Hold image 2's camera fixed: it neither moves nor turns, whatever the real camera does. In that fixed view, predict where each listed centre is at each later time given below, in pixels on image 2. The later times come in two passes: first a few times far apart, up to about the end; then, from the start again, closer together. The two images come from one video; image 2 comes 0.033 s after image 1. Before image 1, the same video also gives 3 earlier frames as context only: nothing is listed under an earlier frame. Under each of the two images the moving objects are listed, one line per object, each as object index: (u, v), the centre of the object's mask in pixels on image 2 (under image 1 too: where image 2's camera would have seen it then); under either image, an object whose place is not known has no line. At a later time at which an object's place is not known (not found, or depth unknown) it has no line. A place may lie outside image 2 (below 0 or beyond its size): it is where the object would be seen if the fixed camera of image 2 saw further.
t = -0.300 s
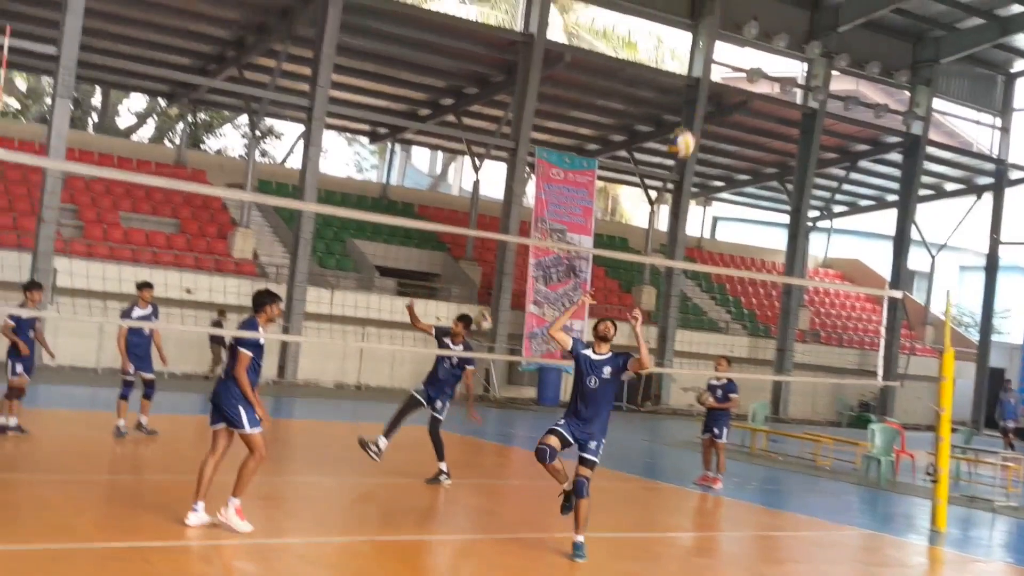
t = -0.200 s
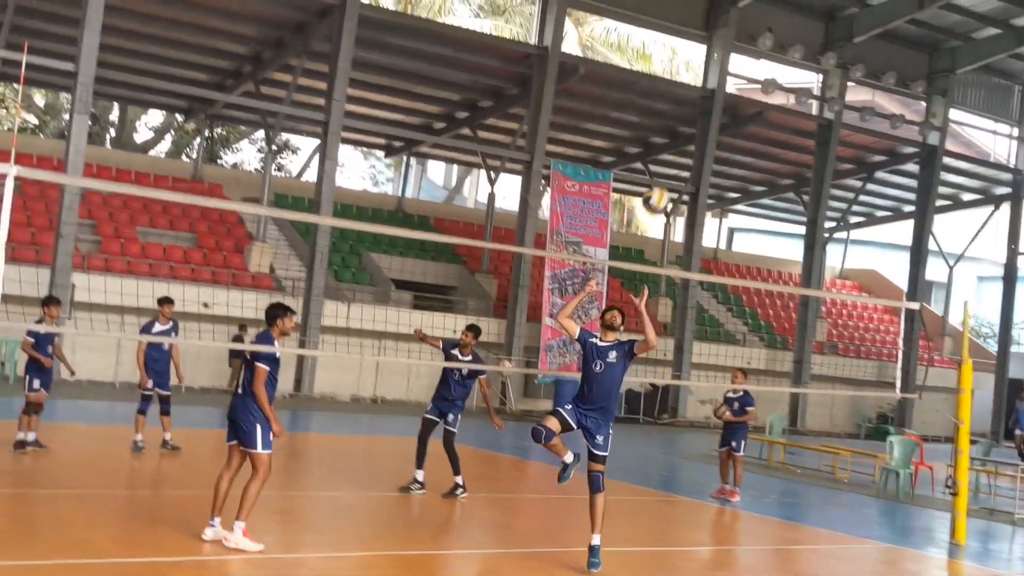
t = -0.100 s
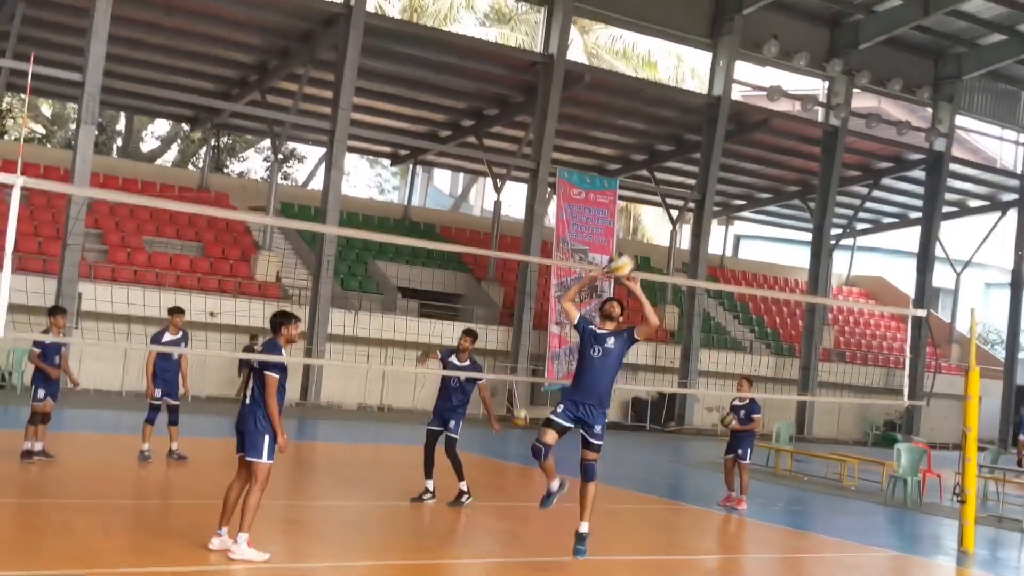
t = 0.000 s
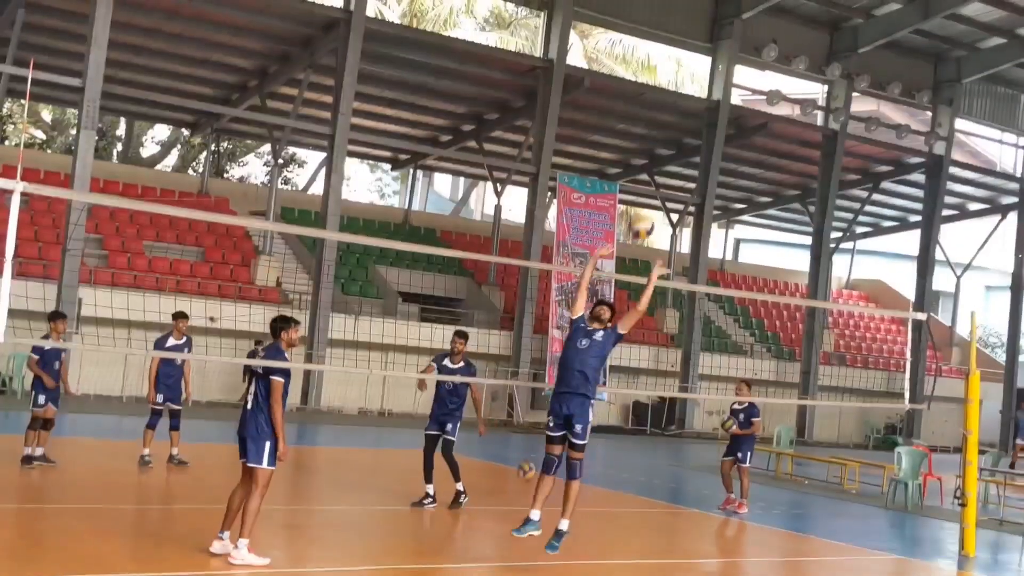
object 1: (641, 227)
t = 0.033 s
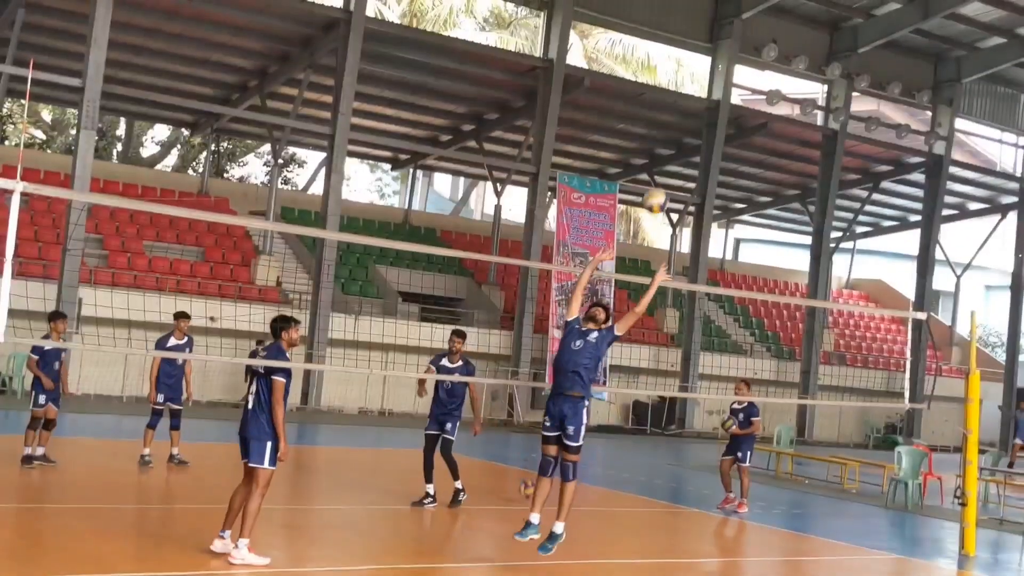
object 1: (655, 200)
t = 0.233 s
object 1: (727, 96)
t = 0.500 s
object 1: (806, 39)
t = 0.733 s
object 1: (859, 58)
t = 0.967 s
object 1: (903, 132)
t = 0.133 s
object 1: (693, 141)
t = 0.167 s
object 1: (704, 124)
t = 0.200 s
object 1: (716, 109)
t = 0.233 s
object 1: (727, 96)
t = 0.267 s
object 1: (739, 85)
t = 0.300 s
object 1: (749, 71)
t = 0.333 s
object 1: (759, 62)
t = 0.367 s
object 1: (770, 56)
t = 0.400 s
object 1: (777, 50)
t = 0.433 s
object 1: (788, 45)
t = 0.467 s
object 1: (797, 41)
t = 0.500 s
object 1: (806, 39)
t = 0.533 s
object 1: (815, 37)
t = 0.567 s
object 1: (823, 38)
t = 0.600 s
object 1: (831, 39)
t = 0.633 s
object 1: (838, 42)
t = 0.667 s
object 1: (845, 46)
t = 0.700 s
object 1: (853, 51)
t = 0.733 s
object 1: (859, 58)
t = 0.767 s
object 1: (866, 65)
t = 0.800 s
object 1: (873, 74)
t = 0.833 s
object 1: (880, 83)
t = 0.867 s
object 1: (886, 94)
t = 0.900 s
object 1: (891, 106)
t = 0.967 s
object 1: (903, 132)
